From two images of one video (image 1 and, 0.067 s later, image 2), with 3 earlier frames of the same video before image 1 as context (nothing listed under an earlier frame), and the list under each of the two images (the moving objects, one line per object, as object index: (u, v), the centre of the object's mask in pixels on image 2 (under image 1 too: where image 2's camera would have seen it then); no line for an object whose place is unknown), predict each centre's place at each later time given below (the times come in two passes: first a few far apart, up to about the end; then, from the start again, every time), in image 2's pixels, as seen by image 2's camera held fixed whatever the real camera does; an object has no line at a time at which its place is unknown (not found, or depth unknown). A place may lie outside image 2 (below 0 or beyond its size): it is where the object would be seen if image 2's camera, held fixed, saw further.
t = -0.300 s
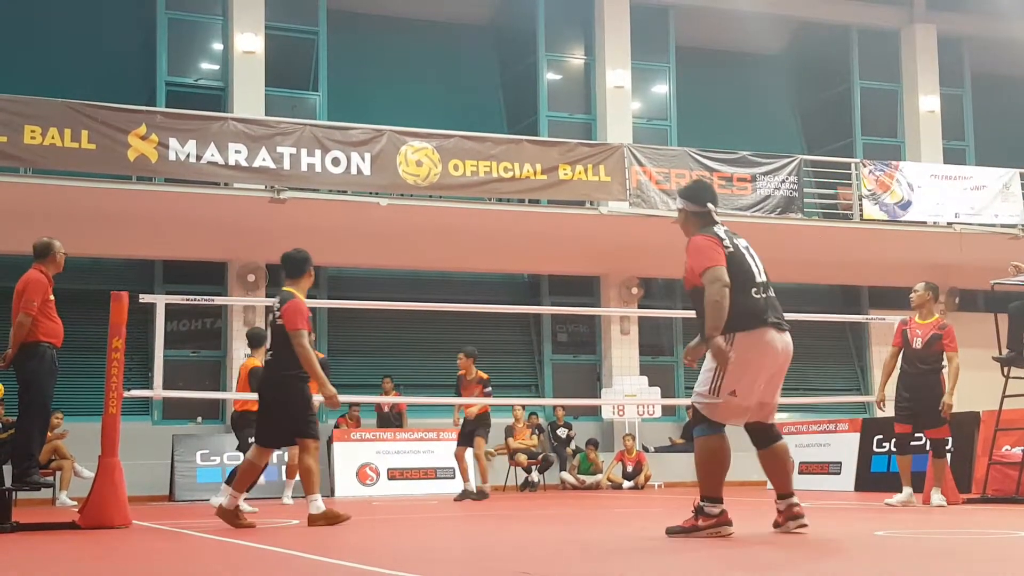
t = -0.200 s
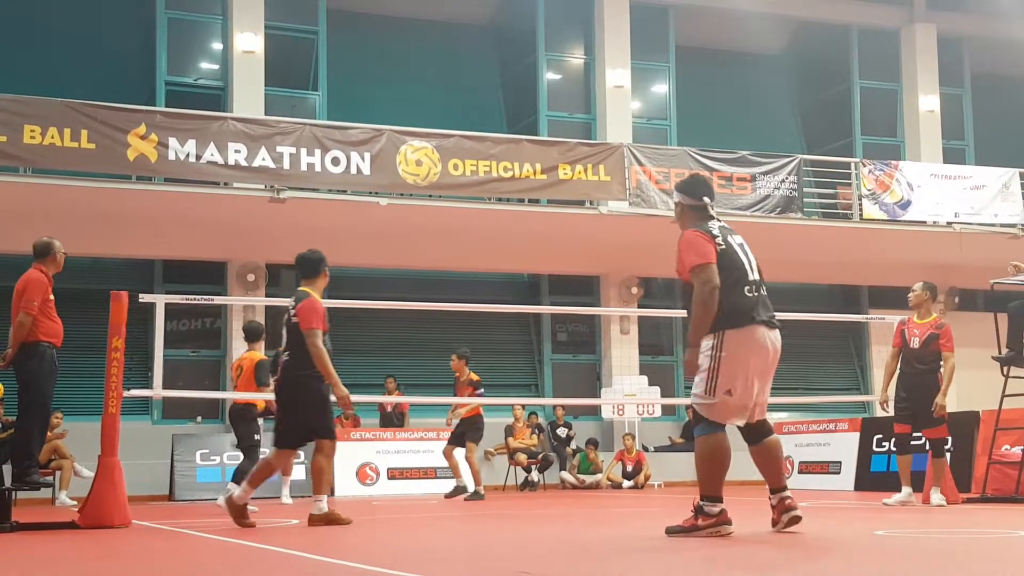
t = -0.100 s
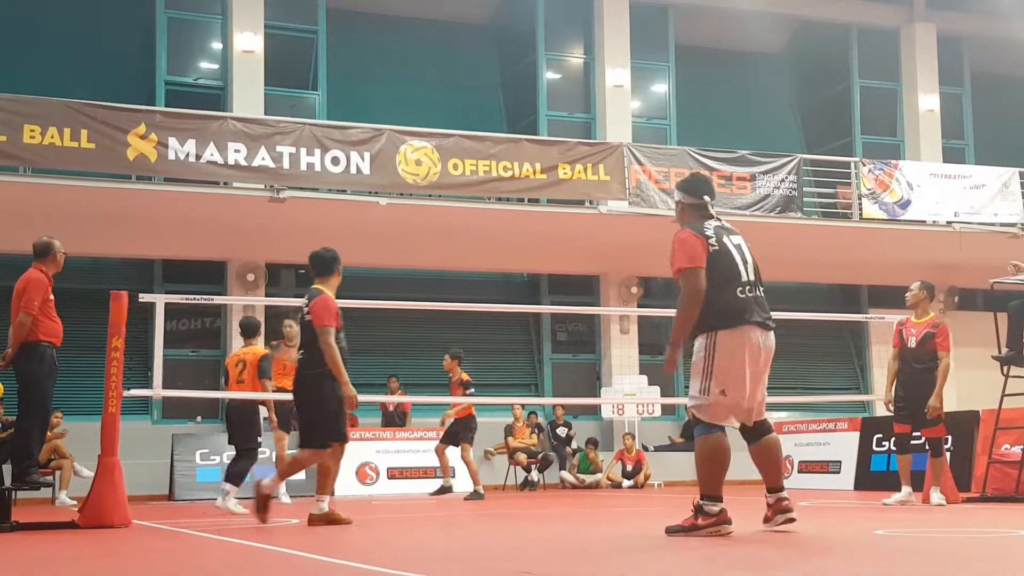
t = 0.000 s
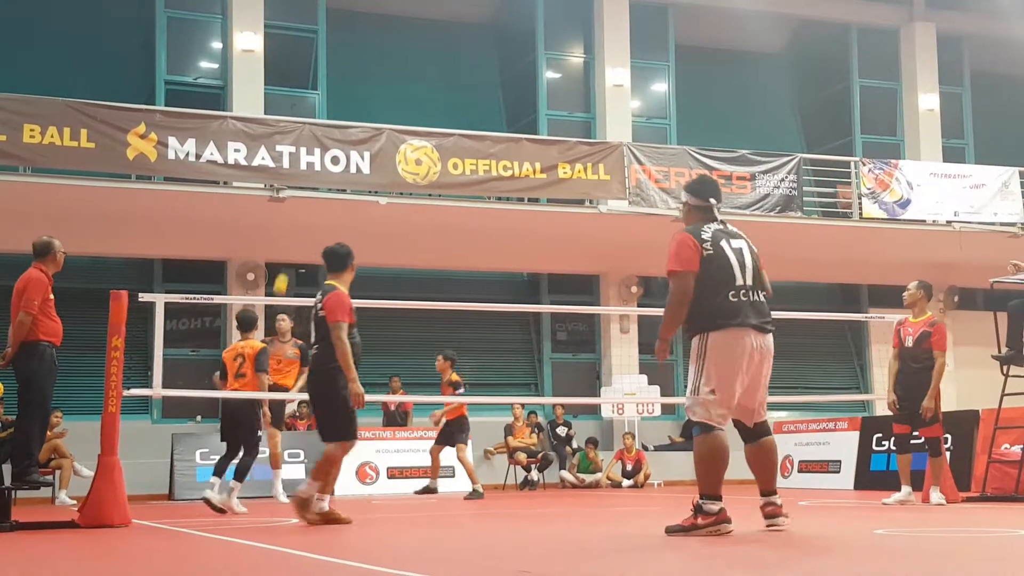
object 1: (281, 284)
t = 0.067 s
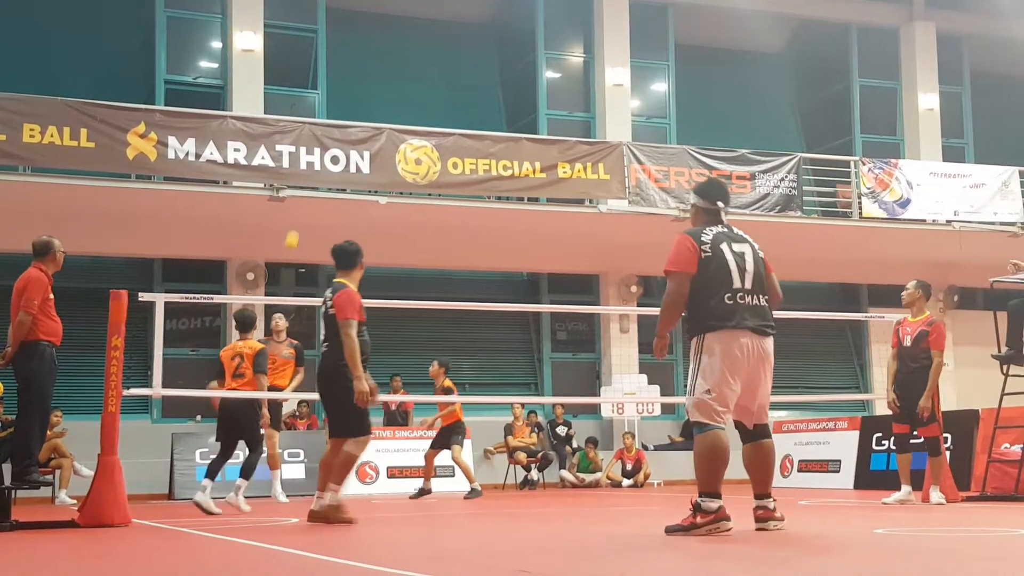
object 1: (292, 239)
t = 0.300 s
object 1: (330, 120)
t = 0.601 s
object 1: (378, 41)
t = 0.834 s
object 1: (418, 36)
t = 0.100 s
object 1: (297, 220)
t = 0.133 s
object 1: (303, 203)
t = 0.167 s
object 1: (308, 182)
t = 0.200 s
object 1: (313, 167)
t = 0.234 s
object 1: (319, 149)
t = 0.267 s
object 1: (324, 136)
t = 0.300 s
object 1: (330, 120)
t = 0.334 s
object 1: (335, 109)
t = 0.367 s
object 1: (340, 97)
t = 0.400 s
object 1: (346, 86)
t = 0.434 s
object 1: (351, 76)
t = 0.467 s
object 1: (356, 67)
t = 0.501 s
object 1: (362, 59)
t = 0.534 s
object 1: (367, 52)
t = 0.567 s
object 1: (373, 47)
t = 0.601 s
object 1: (378, 41)
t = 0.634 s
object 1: (384, 38)
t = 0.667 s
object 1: (390, 35)
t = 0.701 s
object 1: (395, 33)
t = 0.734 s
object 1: (401, 32)
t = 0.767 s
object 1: (407, 33)
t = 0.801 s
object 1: (412, 34)
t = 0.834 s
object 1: (418, 36)
